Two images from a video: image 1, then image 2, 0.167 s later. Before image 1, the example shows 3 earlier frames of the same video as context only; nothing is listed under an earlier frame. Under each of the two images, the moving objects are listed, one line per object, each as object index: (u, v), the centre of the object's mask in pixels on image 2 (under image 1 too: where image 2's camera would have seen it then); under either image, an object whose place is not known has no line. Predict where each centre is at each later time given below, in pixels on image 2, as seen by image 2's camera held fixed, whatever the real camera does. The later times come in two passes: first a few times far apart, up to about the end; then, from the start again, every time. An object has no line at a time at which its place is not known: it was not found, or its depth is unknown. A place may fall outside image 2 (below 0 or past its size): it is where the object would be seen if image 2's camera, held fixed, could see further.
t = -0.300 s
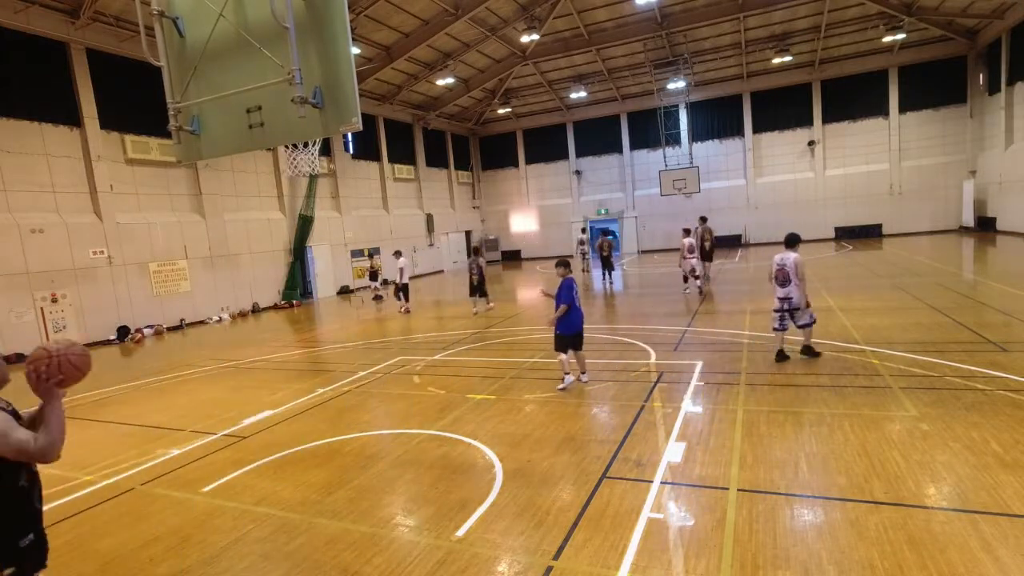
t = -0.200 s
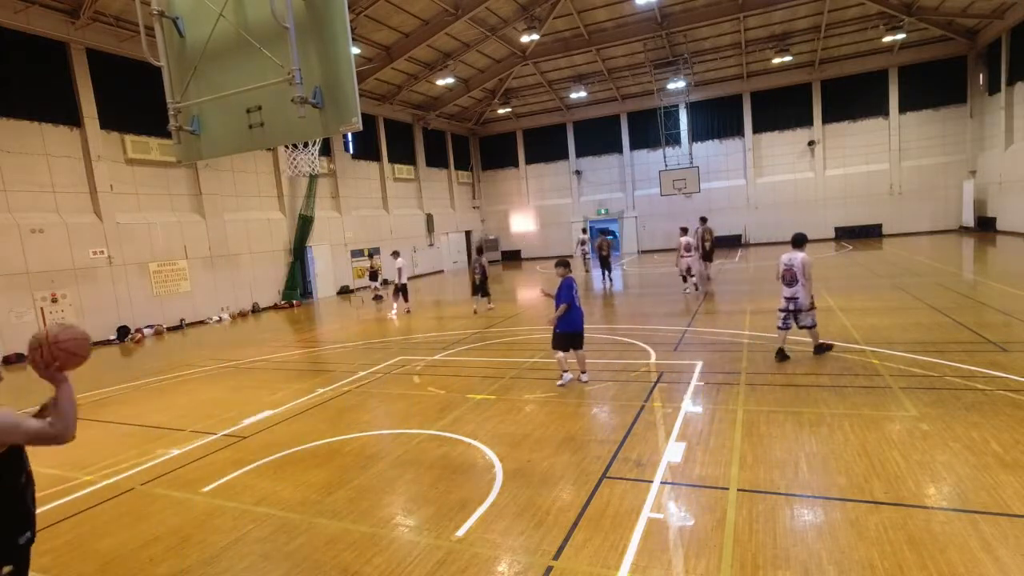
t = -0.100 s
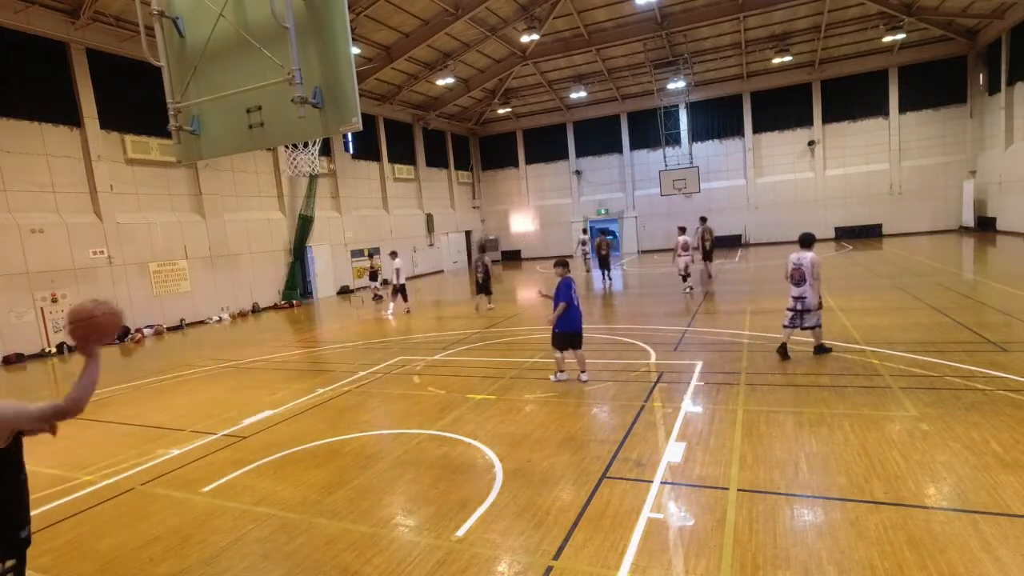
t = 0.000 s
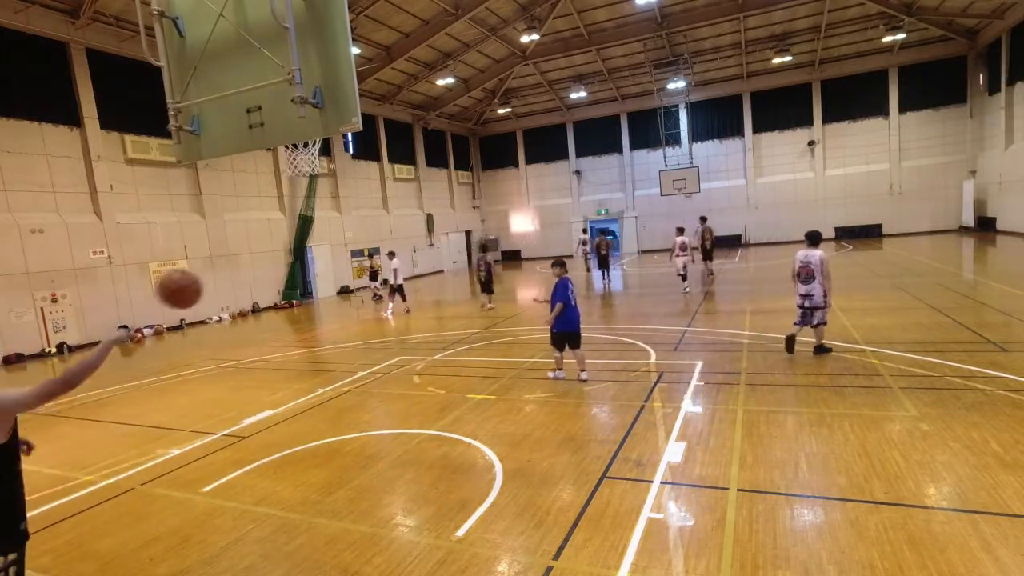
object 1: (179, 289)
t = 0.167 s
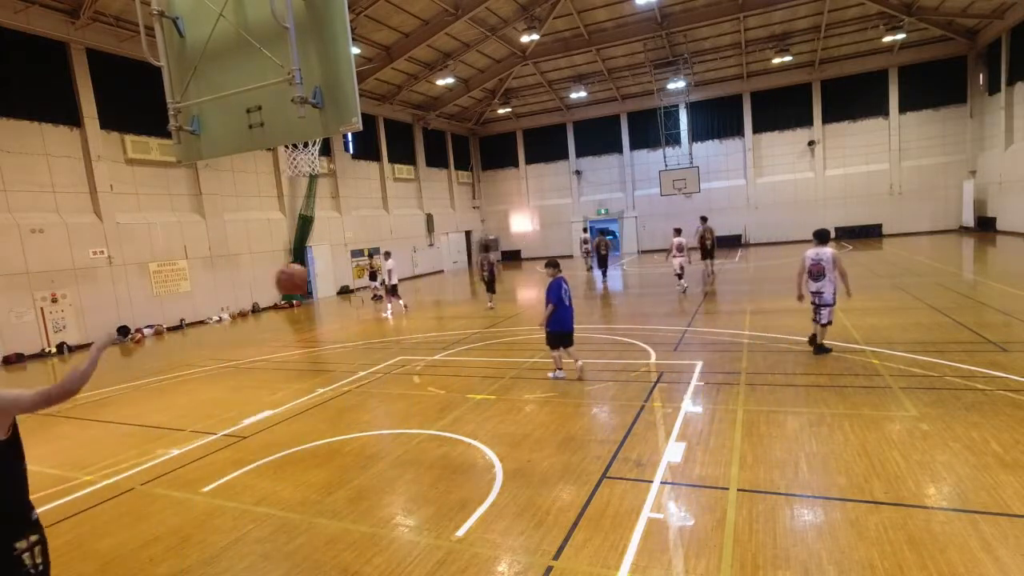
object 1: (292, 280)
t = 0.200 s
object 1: (311, 283)
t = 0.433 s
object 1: (413, 331)
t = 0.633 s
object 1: (476, 395)
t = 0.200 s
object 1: (311, 283)
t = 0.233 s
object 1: (329, 287)
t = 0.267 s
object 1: (344, 292)
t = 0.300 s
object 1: (359, 298)
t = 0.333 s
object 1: (373, 305)
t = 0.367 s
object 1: (387, 312)
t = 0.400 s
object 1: (401, 322)
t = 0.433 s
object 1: (413, 331)
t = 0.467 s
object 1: (423, 340)
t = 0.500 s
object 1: (436, 352)
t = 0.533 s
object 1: (446, 361)
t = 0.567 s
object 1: (456, 373)
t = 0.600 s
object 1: (466, 384)
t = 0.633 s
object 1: (476, 395)
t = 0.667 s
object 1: (483, 405)
